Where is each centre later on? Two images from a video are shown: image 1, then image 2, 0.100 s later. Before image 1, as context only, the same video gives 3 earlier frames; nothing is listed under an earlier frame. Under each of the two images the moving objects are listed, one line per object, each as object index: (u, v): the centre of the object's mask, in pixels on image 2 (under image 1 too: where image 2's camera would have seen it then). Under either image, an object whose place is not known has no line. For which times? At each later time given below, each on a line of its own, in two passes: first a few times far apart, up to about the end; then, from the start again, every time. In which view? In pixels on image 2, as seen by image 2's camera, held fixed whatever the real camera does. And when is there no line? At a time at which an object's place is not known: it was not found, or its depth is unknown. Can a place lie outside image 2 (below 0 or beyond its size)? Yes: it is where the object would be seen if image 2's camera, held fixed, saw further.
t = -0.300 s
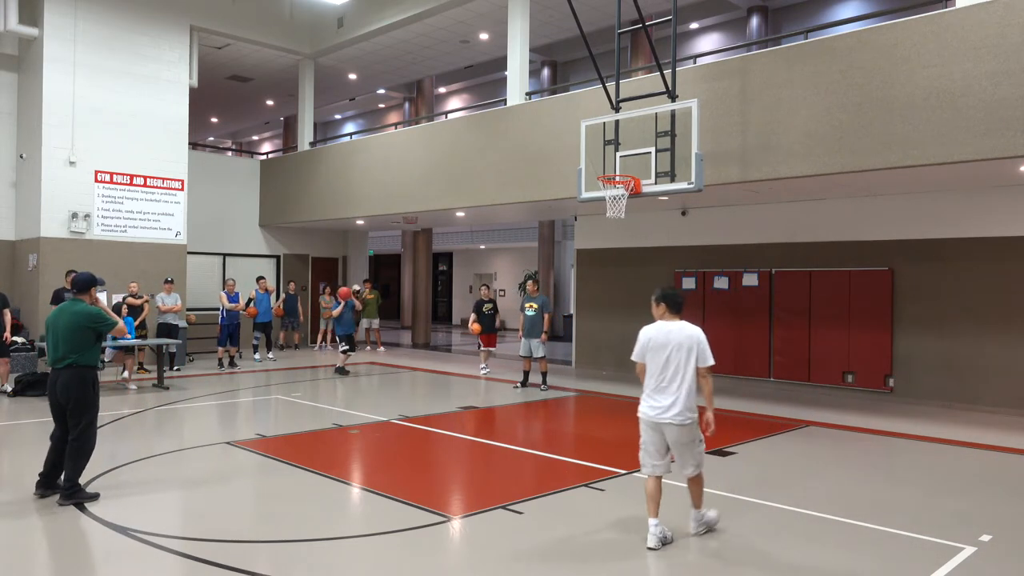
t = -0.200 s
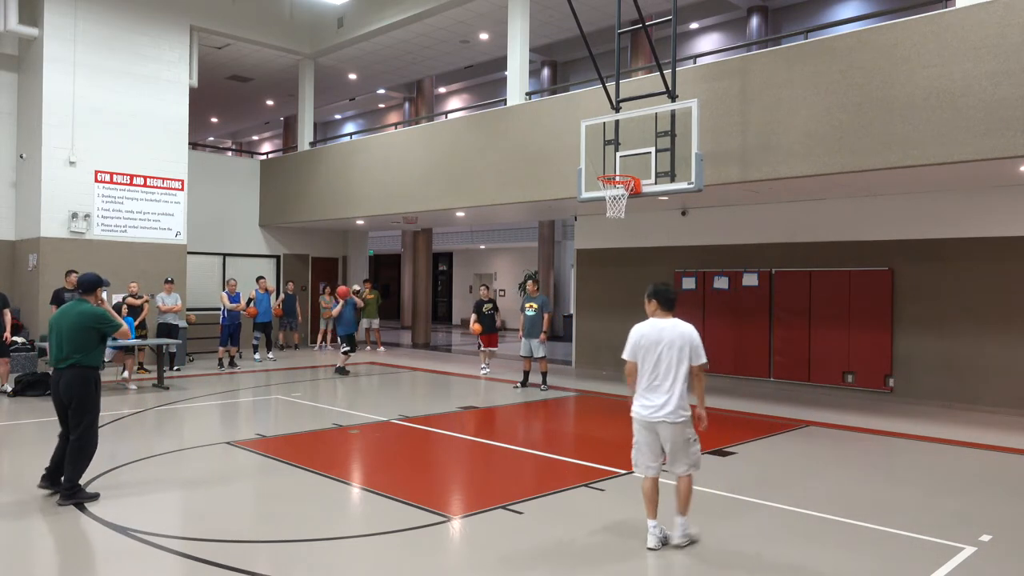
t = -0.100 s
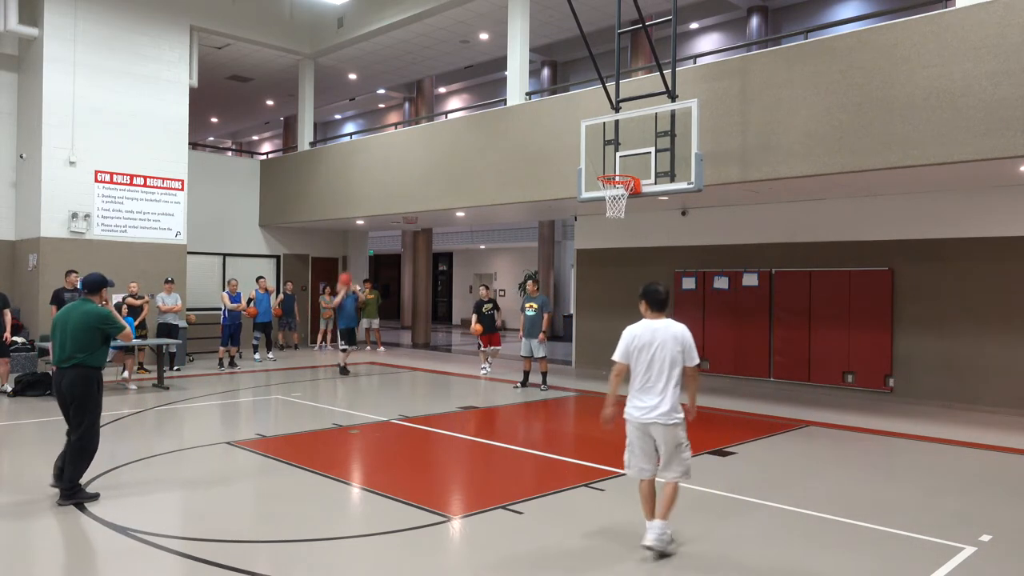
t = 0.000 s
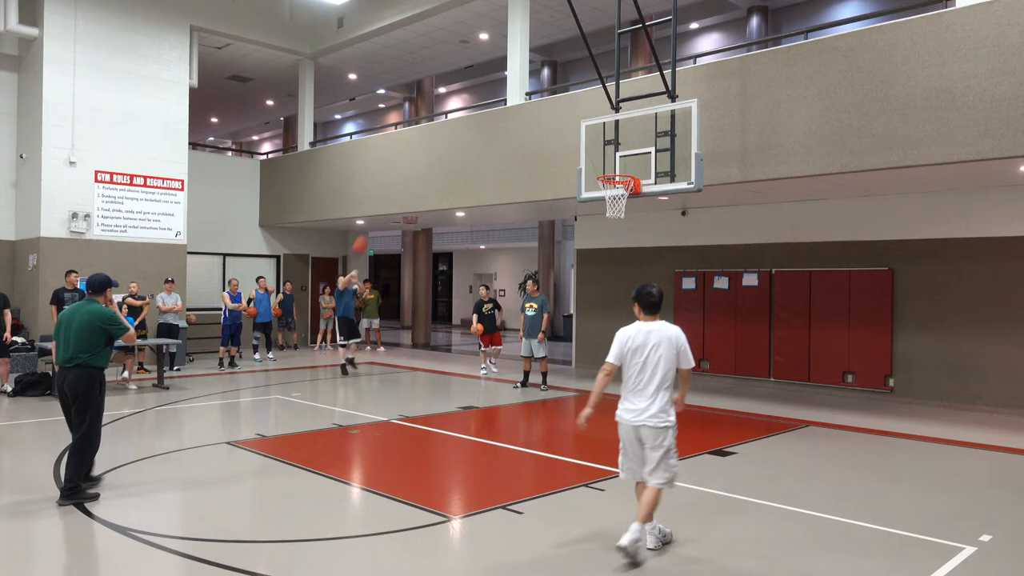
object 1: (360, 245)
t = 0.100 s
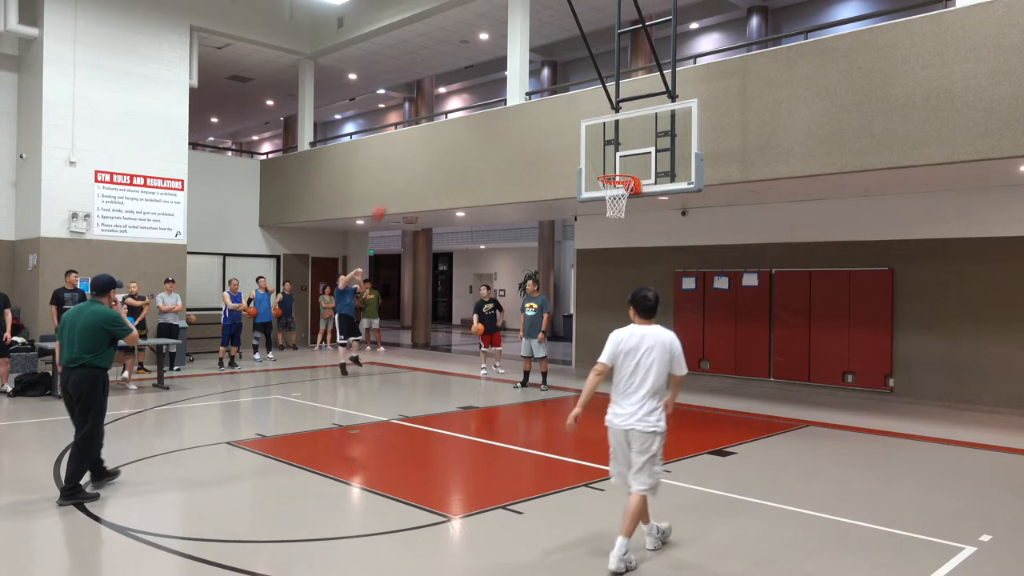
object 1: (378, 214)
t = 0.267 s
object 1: (410, 167)
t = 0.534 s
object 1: (467, 120)
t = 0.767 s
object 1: (524, 111)
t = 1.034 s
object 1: (600, 151)
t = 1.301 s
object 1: (642, 143)
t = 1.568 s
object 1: (671, 161)
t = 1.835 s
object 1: (671, 211)
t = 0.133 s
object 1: (384, 203)
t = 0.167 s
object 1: (390, 193)
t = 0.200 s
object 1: (397, 185)
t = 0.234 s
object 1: (403, 175)
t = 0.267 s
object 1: (410, 167)
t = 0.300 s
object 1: (416, 159)
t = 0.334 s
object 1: (423, 152)
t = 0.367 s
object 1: (431, 144)
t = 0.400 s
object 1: (438, 138)
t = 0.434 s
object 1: (444, 134)
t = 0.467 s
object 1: (452, 128)
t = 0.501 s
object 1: (460, 124)
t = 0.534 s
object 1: (467, 120)
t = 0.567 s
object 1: (475, 117)
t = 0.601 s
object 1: (483, 113)
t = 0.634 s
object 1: (491, 112)
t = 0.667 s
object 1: (499, 110)
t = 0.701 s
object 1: (507, 110)
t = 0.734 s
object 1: (515, 110)
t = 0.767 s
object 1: (524, 111)
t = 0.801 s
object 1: (533, 113)
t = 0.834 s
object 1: (542, 116)
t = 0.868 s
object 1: (551, 119)
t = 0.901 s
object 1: (561, 124)
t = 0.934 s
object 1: (570, 129)
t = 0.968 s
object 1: (580, 136)
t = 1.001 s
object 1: (591, 144)
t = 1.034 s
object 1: (600, 151)
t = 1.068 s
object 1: (610, 160)
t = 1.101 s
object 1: (619, 166)
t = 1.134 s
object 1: (623, 160)
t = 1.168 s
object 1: (626, 155)
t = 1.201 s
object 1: (630, 151)
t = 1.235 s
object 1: (634, 147)
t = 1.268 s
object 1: (638, 144)
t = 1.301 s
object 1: (642, 143)
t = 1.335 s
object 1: (645, 142)
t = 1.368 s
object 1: (649, 142)
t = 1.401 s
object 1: (653, 143)
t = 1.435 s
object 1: (656, 146)
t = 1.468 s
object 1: (660, 149)
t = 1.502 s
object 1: (664, 152)
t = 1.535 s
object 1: (668, 156)
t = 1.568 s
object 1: (671, 161)
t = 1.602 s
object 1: (672, 165)
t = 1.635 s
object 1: (672, 169)
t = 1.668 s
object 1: (672, 173)
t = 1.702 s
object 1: (672, 178)
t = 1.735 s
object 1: (672, 185)
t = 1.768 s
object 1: (672, 193)
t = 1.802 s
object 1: (672, 201)
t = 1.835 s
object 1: (671, 211)
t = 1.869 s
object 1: (671, 221)
